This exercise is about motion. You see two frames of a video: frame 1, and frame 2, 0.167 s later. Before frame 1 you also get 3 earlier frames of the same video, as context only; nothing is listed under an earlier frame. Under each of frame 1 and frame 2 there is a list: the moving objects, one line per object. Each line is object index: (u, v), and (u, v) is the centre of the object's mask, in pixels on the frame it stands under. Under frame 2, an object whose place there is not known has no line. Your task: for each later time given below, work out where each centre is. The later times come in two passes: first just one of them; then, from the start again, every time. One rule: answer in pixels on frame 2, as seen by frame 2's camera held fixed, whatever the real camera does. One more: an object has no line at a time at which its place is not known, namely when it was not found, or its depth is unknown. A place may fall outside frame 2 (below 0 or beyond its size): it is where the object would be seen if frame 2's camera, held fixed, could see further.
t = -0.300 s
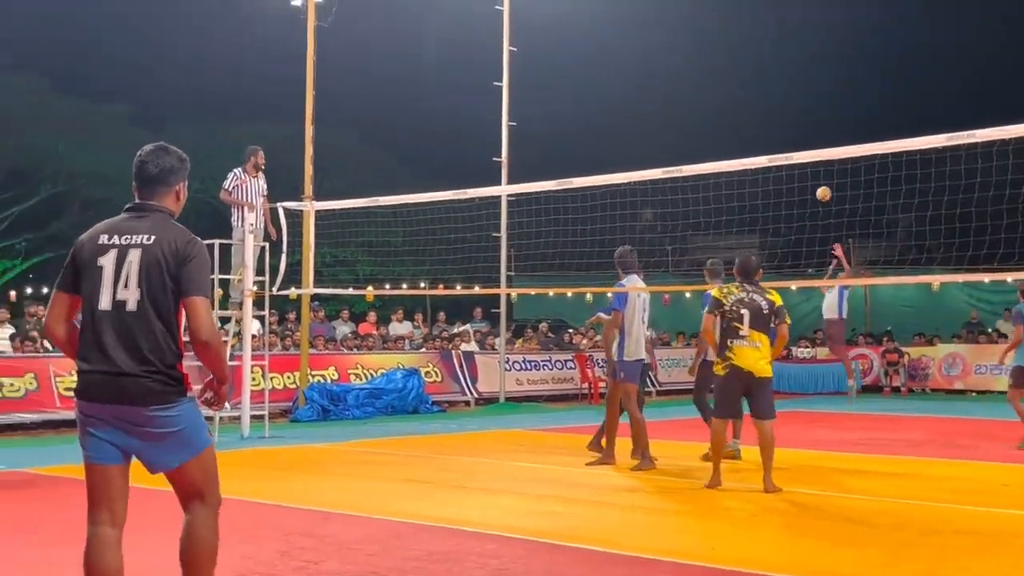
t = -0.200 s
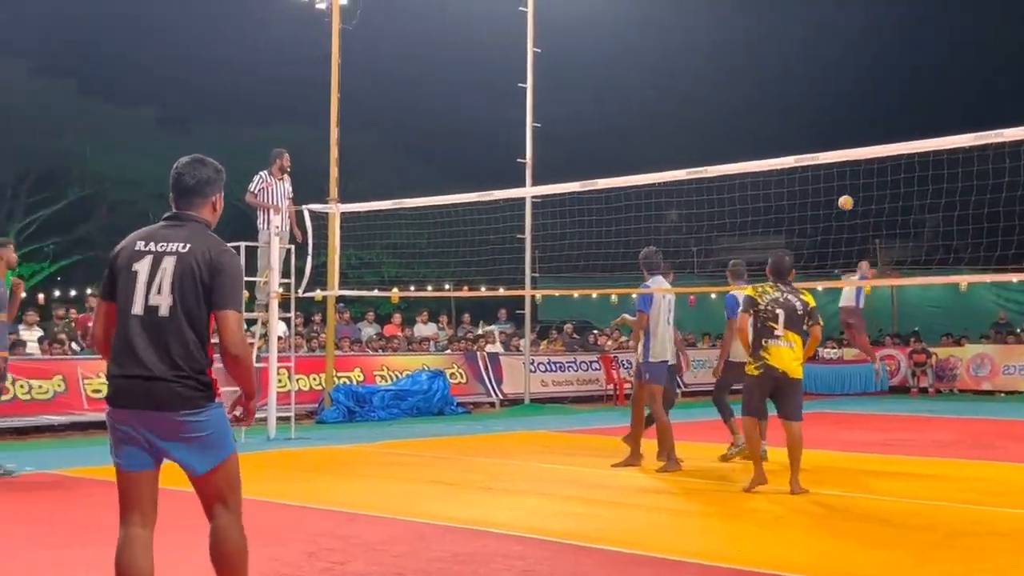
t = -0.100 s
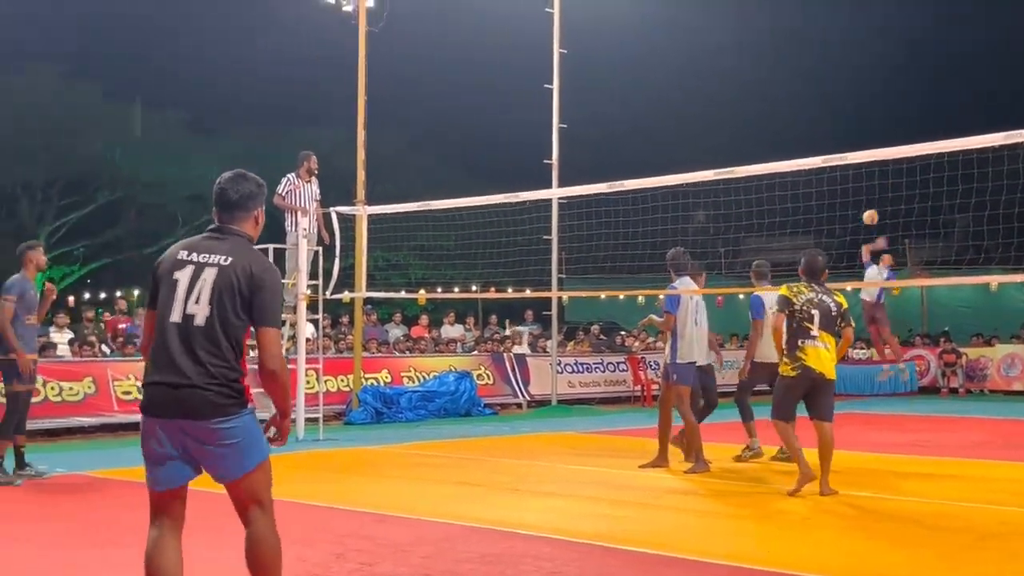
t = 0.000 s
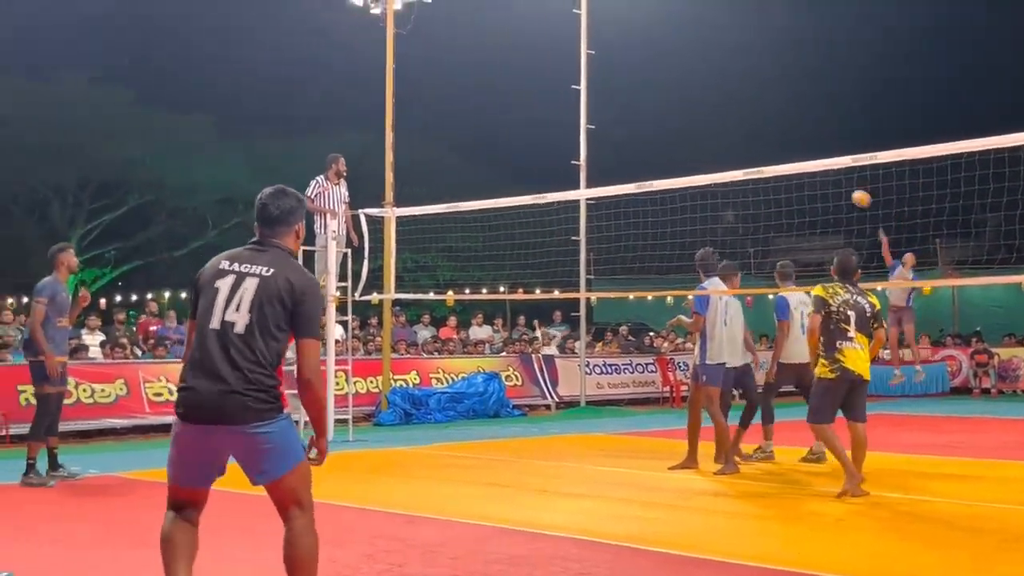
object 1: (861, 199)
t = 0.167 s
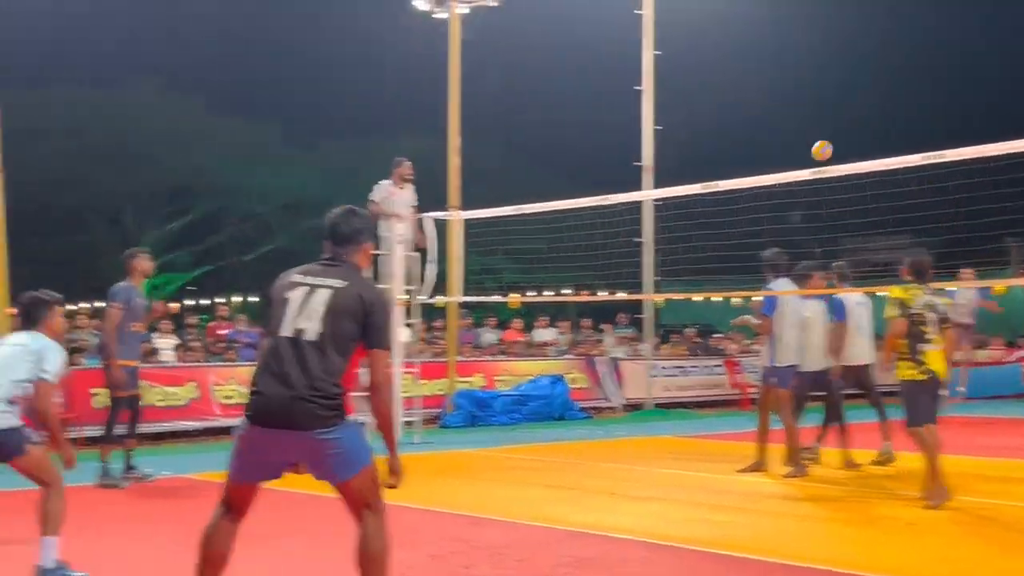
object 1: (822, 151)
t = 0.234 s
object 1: (775, 137)
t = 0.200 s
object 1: (801, 143)
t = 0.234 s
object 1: (775, 137)
